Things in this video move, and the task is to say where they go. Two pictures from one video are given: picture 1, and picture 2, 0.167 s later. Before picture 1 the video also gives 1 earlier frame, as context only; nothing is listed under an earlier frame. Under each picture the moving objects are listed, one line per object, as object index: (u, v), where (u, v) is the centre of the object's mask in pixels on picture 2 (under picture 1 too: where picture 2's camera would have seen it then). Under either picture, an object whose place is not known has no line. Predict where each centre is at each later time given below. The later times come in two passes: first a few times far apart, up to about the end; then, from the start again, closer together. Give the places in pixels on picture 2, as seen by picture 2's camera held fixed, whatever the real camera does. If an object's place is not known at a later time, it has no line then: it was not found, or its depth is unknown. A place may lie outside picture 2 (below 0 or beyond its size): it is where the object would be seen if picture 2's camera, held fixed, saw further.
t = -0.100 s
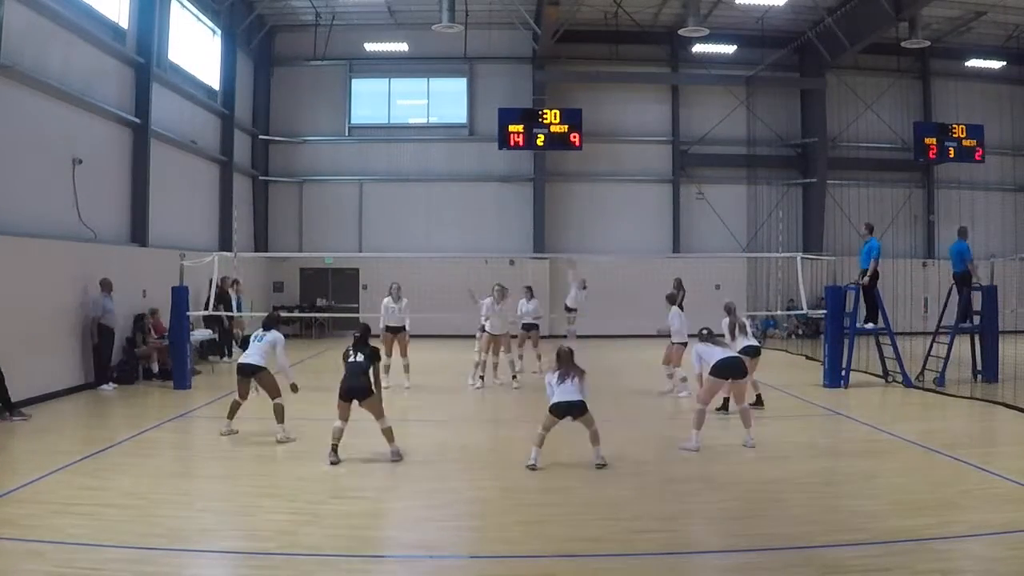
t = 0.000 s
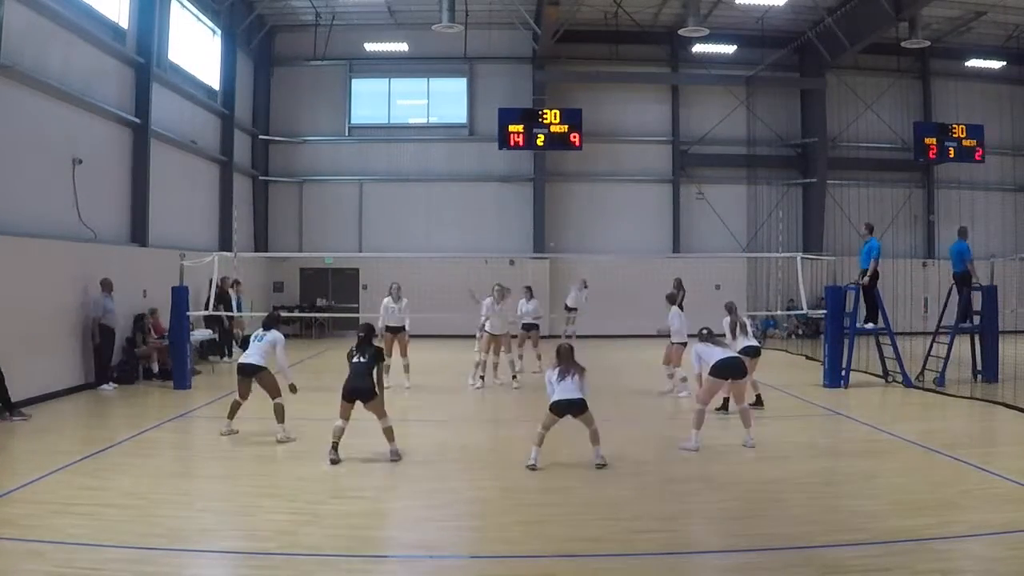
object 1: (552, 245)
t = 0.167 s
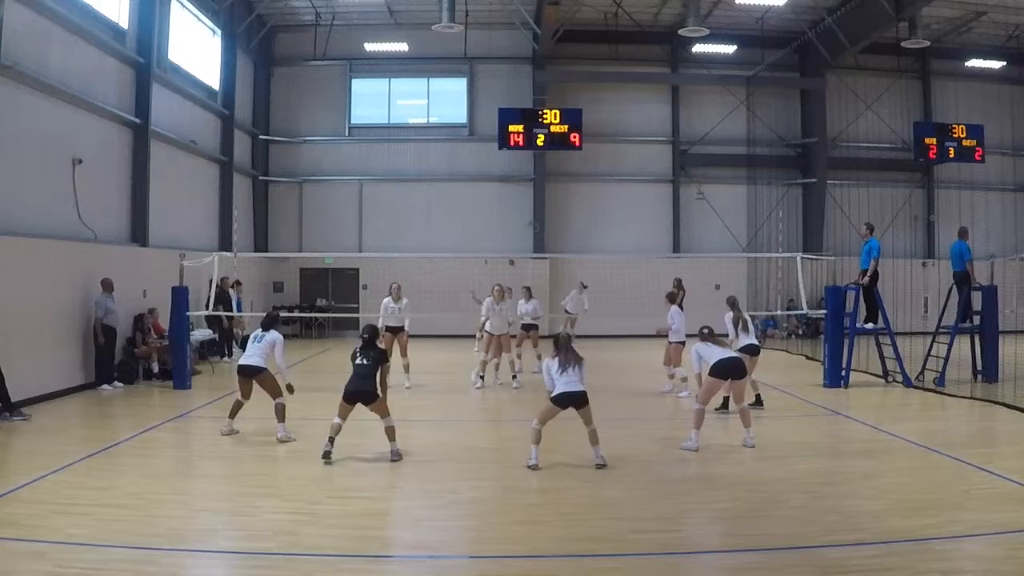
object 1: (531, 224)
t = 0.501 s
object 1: (462, 212)
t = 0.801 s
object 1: (375, 265)
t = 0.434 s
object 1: (478, 210)
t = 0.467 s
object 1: (470, 210)
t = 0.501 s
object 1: (462, 212)
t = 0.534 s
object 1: (454, 213)
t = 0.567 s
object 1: (445, 216)
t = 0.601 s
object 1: (437, 222)
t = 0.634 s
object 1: (428, 225)
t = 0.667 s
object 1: (418, 231)
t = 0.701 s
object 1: (408, 237)
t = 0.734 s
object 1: (396, 246)
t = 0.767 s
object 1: (385, 254)
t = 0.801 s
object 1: (375, 265)
